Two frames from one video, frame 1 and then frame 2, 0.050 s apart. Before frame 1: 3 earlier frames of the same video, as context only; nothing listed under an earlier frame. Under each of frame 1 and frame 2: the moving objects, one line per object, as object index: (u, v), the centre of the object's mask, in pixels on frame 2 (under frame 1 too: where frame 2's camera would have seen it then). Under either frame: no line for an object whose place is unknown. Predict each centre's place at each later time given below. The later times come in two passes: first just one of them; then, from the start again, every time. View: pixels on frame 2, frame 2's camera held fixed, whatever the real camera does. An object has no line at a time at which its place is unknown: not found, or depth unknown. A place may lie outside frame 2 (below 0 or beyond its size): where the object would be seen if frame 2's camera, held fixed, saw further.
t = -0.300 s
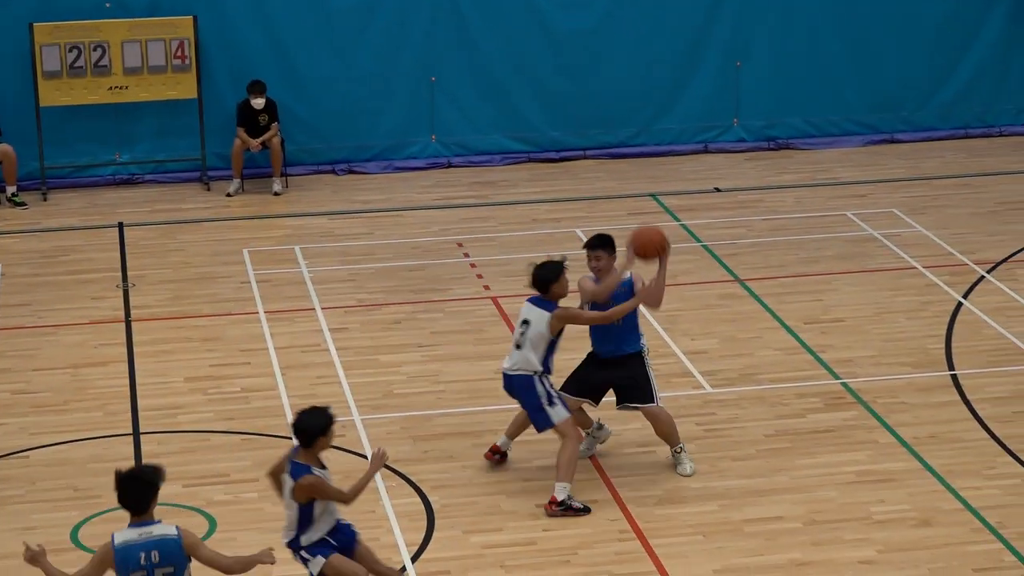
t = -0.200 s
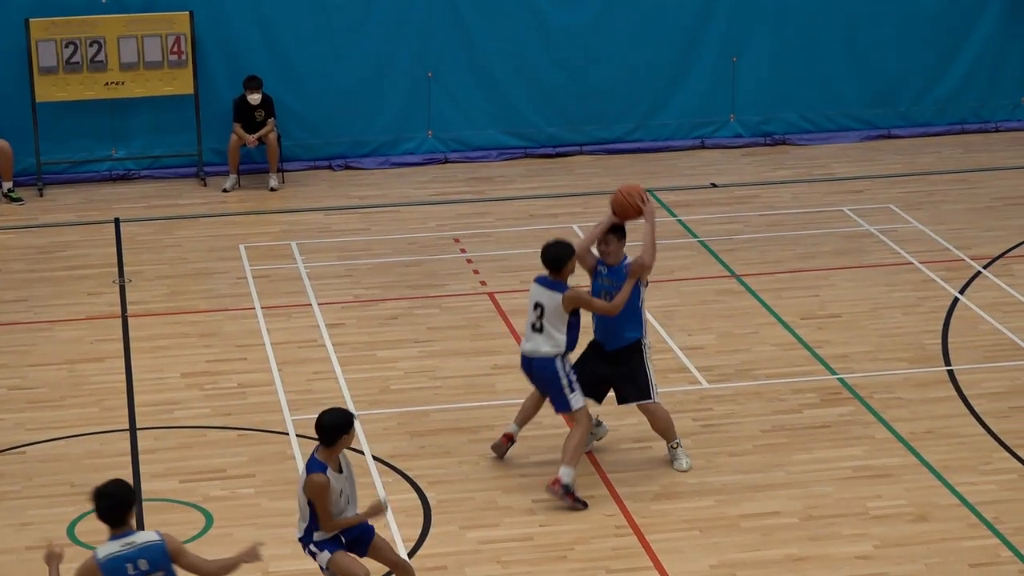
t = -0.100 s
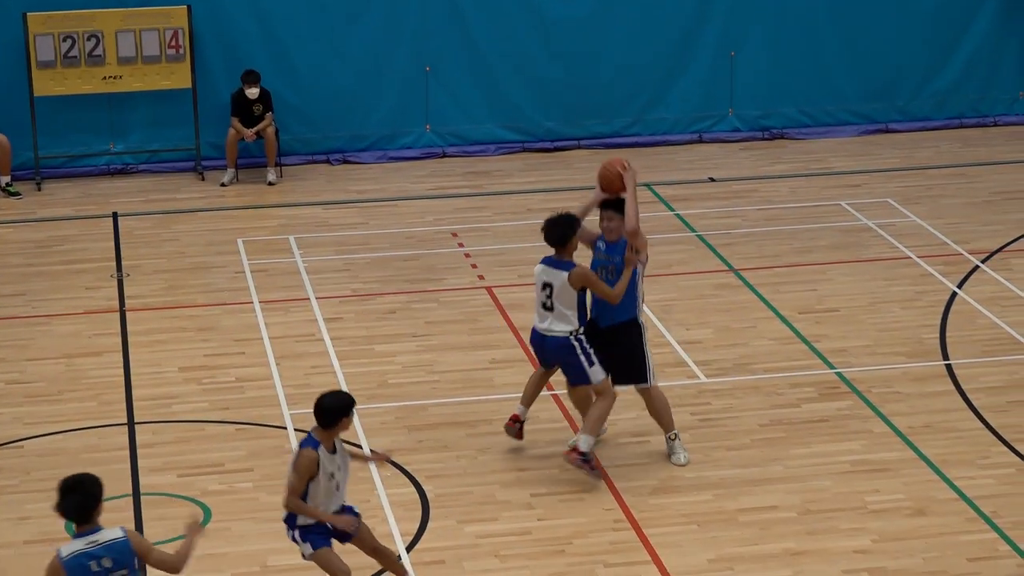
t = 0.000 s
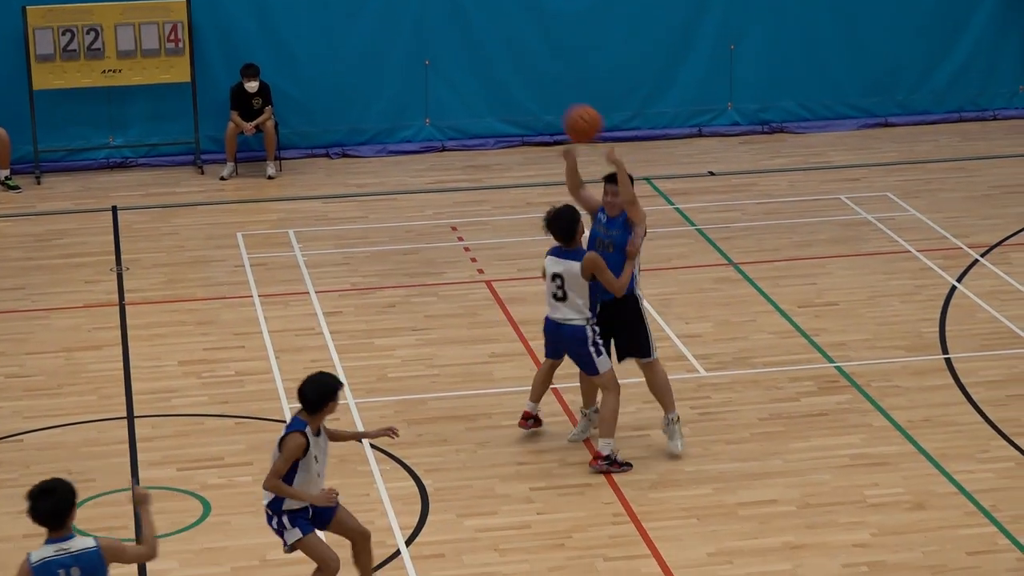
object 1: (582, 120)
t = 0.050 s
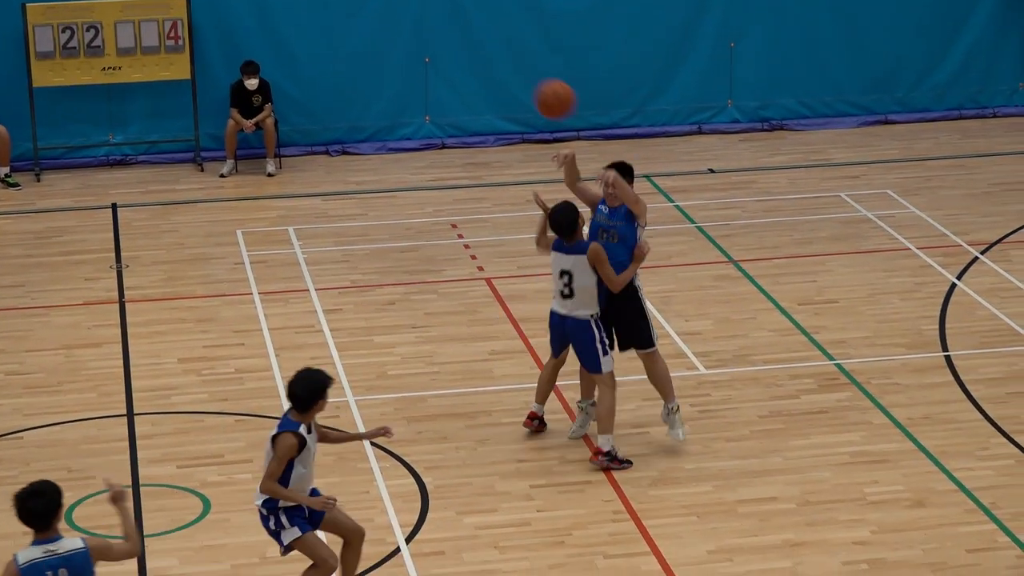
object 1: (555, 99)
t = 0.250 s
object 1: (428, 40)
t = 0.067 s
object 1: (545, 92)
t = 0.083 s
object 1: (535, 86)
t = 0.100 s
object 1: (525, 80)
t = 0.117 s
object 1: (515, 74)
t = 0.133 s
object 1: (504, 68)
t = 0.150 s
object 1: (494, 63)
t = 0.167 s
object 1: (484, 59)
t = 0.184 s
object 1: (473, 55)
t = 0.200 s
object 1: (462, 50)
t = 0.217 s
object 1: (451, 47)
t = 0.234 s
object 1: (440, 44)
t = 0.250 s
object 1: (428, 40)
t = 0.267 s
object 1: (416, 38)
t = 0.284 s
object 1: (405, 37)
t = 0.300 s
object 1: (393, 35)
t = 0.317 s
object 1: (381, 34)
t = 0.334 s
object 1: (369, 34)
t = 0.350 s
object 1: (358, 34)
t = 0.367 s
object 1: (346, 35)
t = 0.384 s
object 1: (333, 36)
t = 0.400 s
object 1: (321, 38)
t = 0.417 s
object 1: (309, 40)
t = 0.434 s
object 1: (297, 43)
